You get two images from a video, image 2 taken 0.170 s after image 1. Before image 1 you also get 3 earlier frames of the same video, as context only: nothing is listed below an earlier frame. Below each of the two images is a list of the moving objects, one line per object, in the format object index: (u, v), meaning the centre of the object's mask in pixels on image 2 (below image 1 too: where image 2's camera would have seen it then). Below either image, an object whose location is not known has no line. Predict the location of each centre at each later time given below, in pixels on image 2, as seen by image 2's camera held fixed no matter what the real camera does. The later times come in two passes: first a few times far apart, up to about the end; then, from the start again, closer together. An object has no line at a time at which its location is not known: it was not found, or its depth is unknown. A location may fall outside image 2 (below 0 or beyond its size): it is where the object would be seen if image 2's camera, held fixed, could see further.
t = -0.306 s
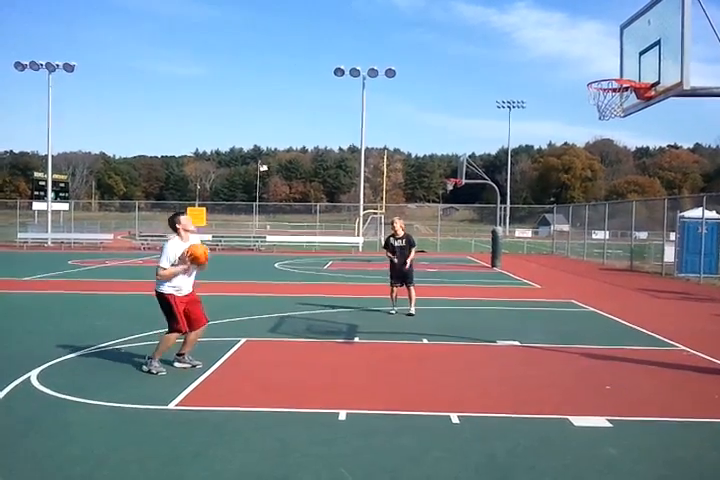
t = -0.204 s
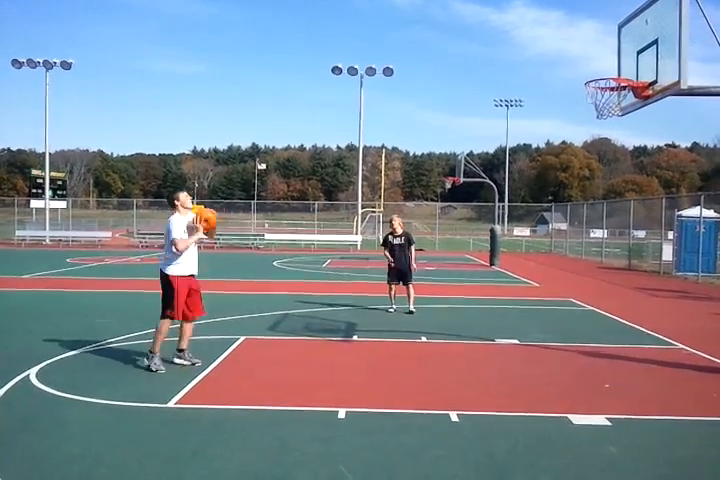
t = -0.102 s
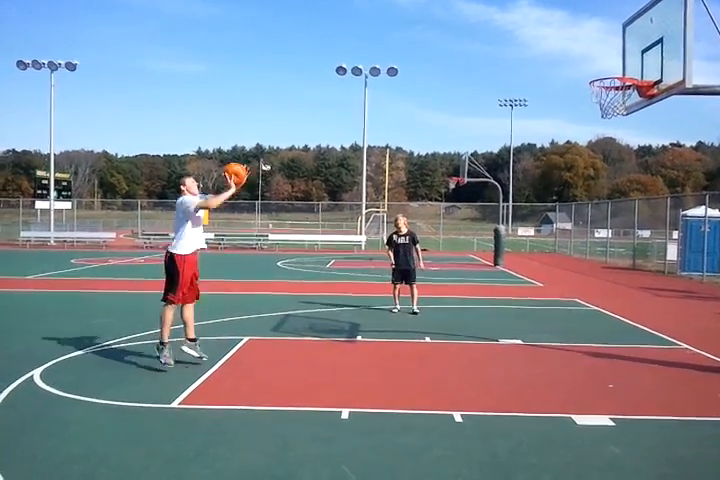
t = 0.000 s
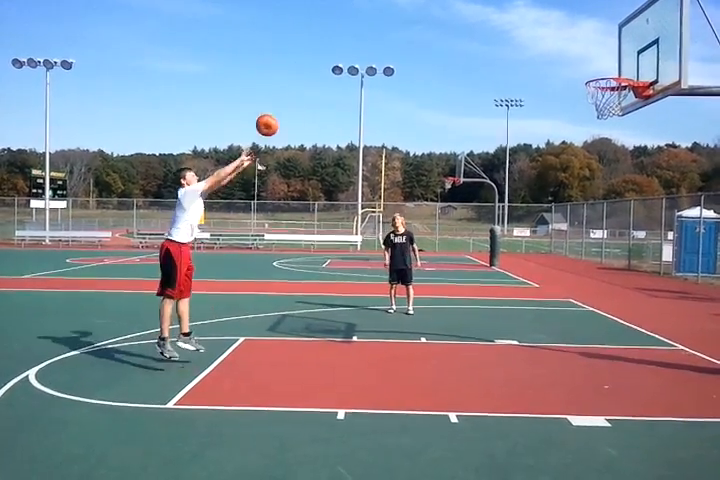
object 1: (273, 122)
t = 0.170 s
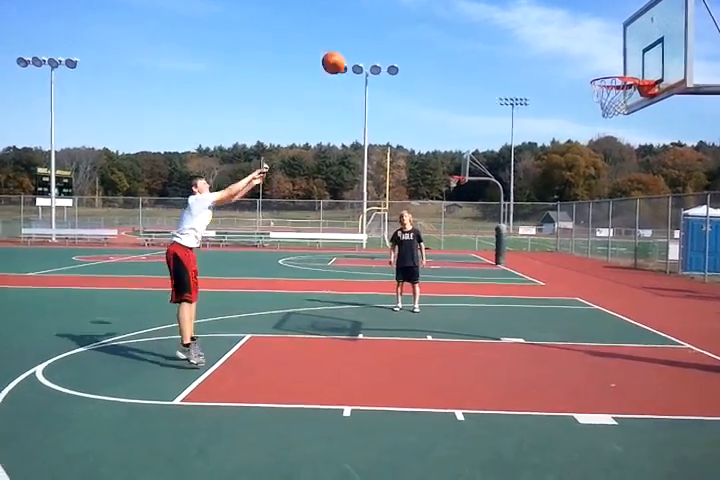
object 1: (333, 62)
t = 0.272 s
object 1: (371, 38)
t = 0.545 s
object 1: (471, 20)
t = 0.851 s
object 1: (578, 78)
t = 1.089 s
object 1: (584, 174)
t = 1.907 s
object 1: (576, 336)
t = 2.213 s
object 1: (569, 333)
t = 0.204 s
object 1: (347, 54)
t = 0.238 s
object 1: (359, 44)
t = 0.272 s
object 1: (371, 38)
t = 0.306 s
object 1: (384, 32)
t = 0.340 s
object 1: (397, 27)
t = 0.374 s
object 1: (410, 23)
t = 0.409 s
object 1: (421, 20)
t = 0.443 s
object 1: (433, 19)
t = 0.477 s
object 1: (445, 18)
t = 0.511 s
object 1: (457, 19)
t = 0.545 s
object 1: (471, 20)
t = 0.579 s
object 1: (485, 21)
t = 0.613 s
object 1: (498, 25)
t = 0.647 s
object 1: (512, 29)
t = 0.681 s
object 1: (523, 34)
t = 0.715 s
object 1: (533, 41)
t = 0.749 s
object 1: (545, 49)
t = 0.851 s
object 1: (578, 78)
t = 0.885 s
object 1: (584, 91)
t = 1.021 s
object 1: (581, 144)
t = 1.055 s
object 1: (583, 159)
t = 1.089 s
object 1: (584, 174)
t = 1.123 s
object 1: (583, 191)
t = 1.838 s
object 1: (579, 337)
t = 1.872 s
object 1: (578, 336)
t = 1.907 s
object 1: (576, 336)
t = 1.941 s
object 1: (575, 337)
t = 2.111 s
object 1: (572, 334)
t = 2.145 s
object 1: (571, 334)
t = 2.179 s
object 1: (571, 333)
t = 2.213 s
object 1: (569, 333)
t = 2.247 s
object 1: (568, 332)
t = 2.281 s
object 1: (567, 332)
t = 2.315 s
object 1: (566, 332)
